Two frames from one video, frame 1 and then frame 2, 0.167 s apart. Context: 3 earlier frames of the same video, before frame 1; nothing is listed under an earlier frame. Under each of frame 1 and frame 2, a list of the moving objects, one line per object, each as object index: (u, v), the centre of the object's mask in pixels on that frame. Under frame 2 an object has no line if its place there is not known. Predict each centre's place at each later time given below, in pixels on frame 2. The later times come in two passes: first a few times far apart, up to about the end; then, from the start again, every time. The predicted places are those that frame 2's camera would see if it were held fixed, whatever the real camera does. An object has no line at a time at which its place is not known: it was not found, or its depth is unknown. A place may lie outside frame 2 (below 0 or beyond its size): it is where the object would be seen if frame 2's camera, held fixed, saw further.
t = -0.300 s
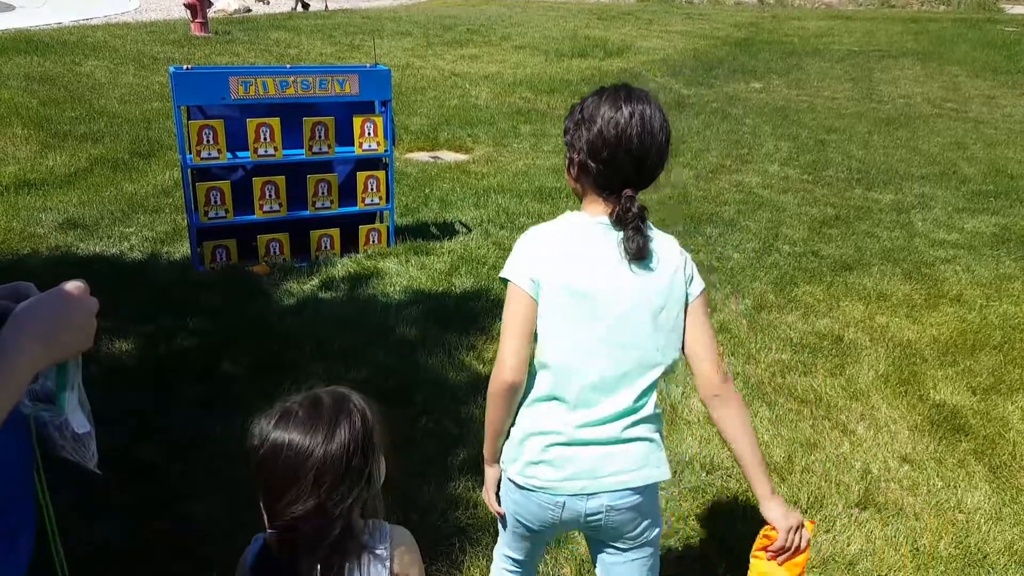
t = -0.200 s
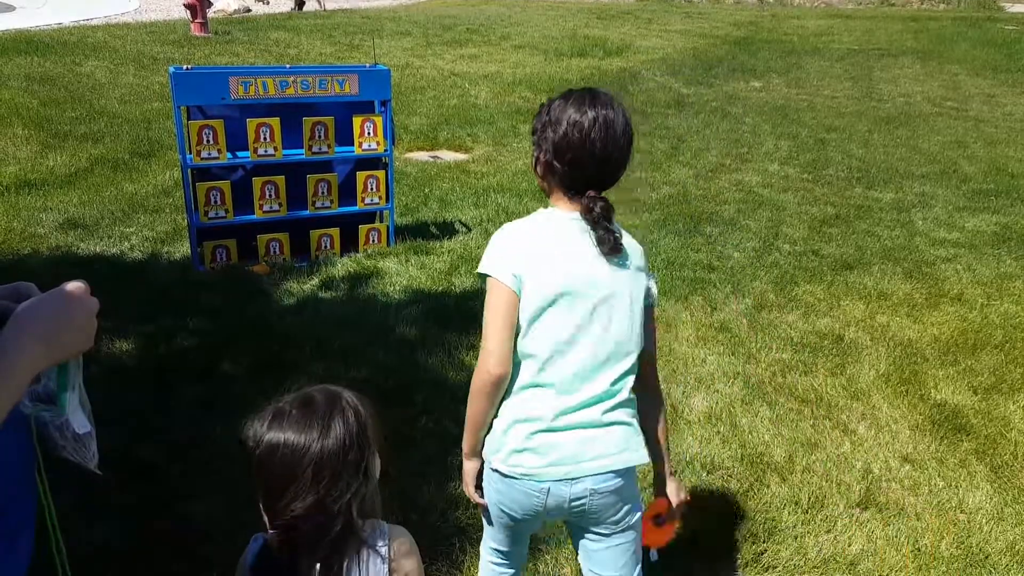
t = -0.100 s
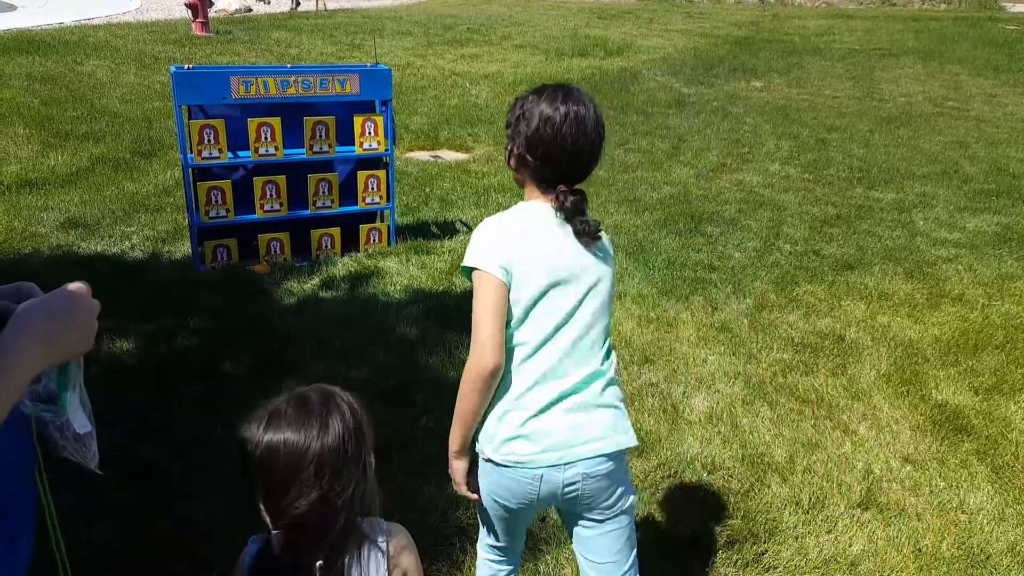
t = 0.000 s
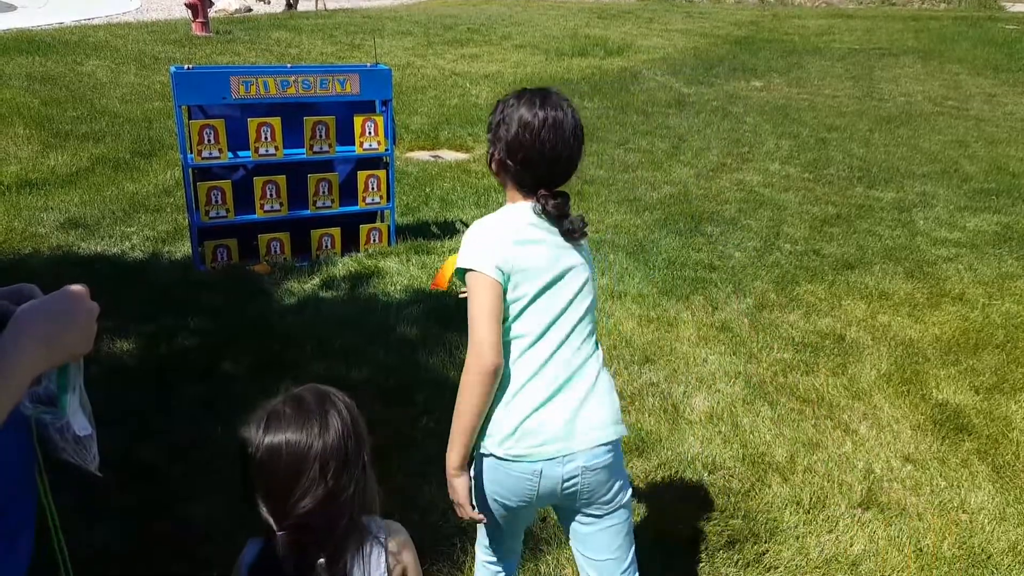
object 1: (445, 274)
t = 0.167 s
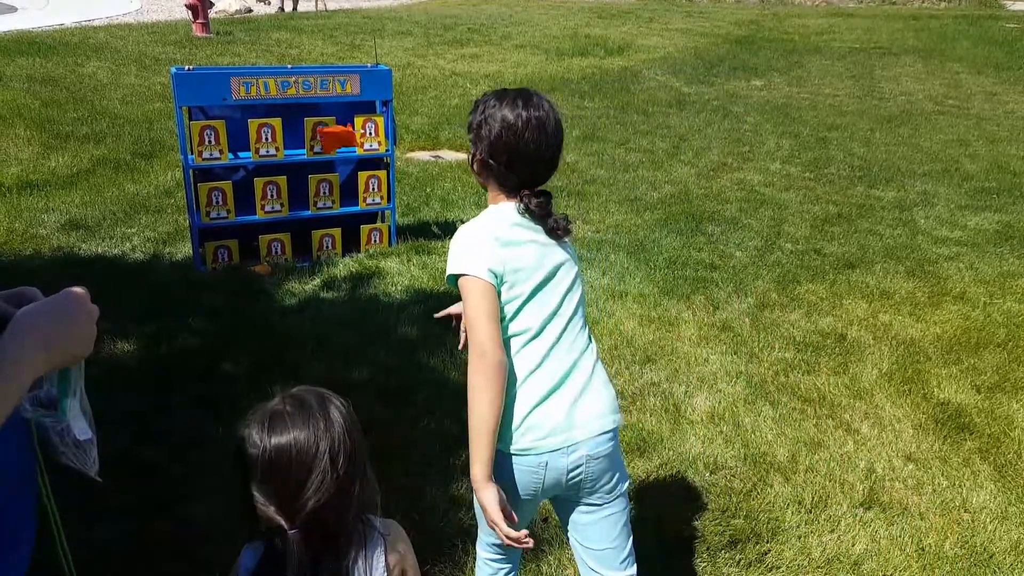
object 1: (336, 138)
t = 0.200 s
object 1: (320, 126)
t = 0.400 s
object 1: (244, 125)
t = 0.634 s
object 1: (235, 158)
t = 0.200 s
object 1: (320, 126)
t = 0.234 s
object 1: (305, 119)
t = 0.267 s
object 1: (291, 113)
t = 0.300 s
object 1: (277, 112)
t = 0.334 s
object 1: (264, 113)
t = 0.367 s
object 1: (254, 117)
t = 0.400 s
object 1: (244, 125)
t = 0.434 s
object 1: (237, 133)
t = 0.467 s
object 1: (228, 144)
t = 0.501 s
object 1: (223, 153)
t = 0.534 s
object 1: (226, 155)
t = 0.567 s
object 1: (229, 157)
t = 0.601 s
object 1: (233, 157)
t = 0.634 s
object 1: (235, 158)
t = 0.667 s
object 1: (239, 162)
